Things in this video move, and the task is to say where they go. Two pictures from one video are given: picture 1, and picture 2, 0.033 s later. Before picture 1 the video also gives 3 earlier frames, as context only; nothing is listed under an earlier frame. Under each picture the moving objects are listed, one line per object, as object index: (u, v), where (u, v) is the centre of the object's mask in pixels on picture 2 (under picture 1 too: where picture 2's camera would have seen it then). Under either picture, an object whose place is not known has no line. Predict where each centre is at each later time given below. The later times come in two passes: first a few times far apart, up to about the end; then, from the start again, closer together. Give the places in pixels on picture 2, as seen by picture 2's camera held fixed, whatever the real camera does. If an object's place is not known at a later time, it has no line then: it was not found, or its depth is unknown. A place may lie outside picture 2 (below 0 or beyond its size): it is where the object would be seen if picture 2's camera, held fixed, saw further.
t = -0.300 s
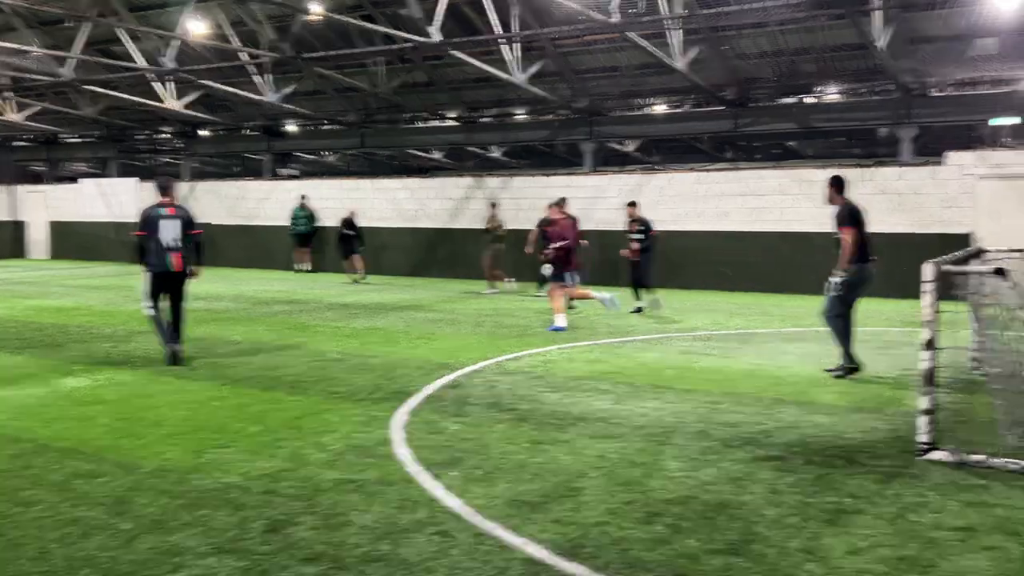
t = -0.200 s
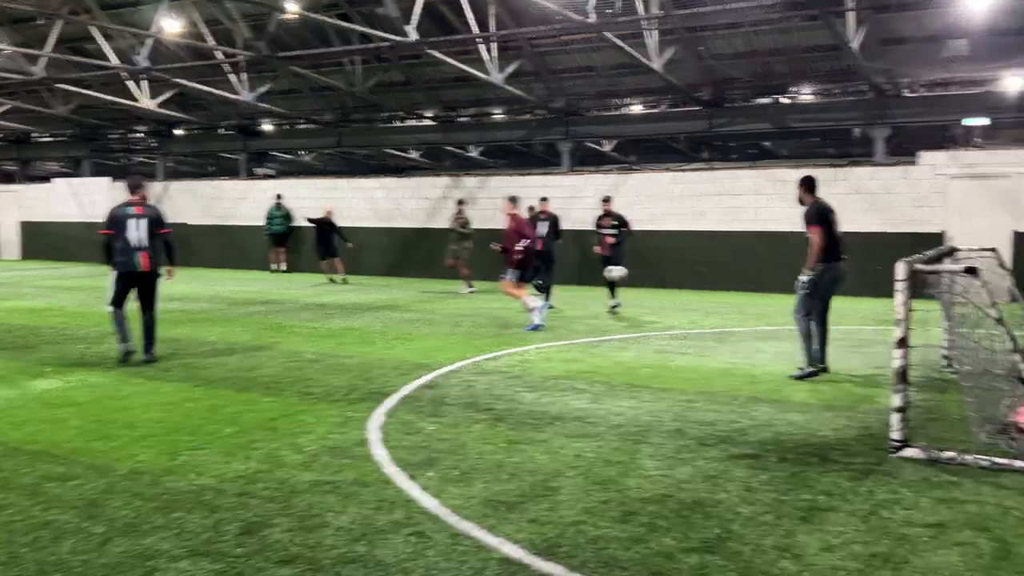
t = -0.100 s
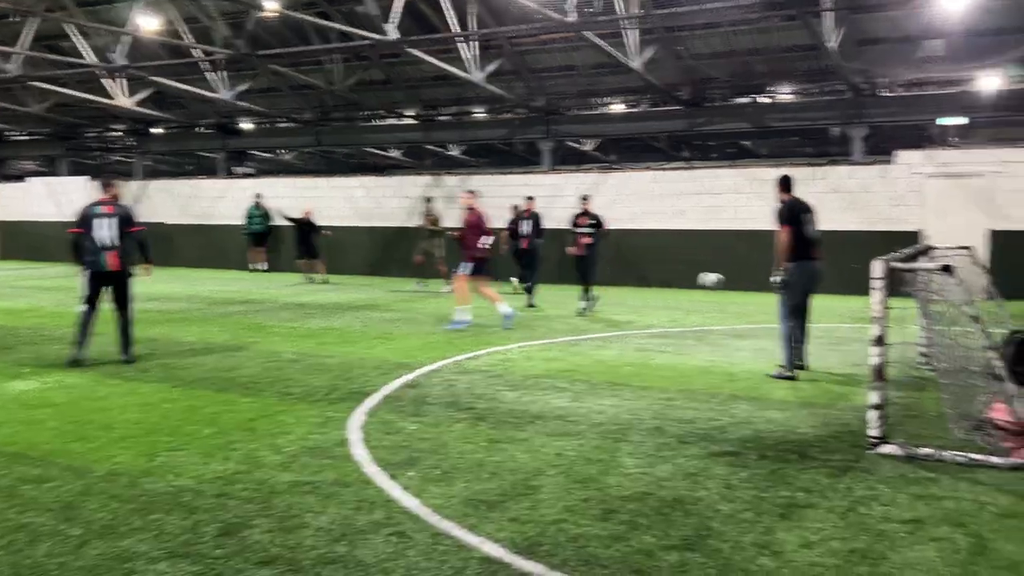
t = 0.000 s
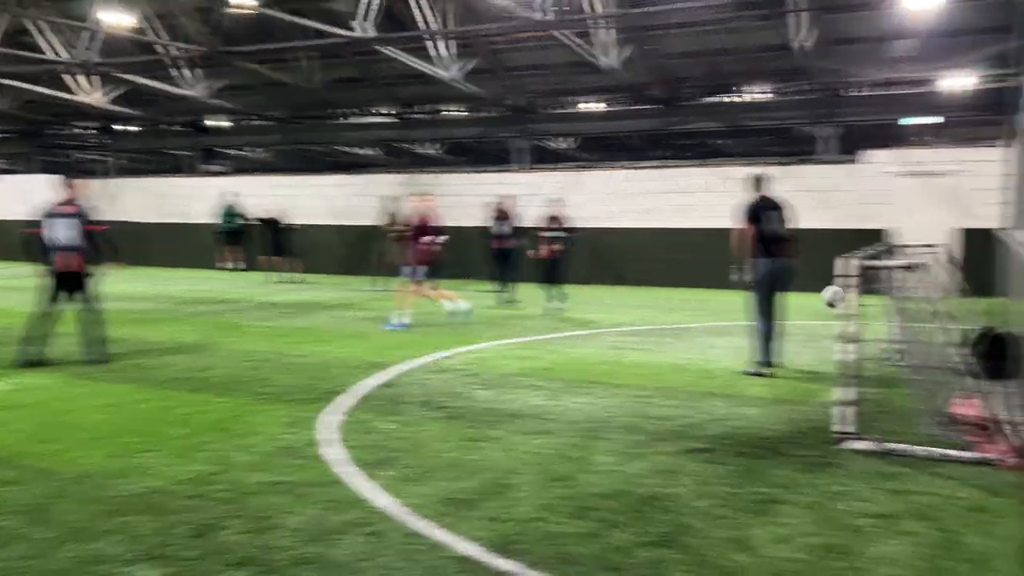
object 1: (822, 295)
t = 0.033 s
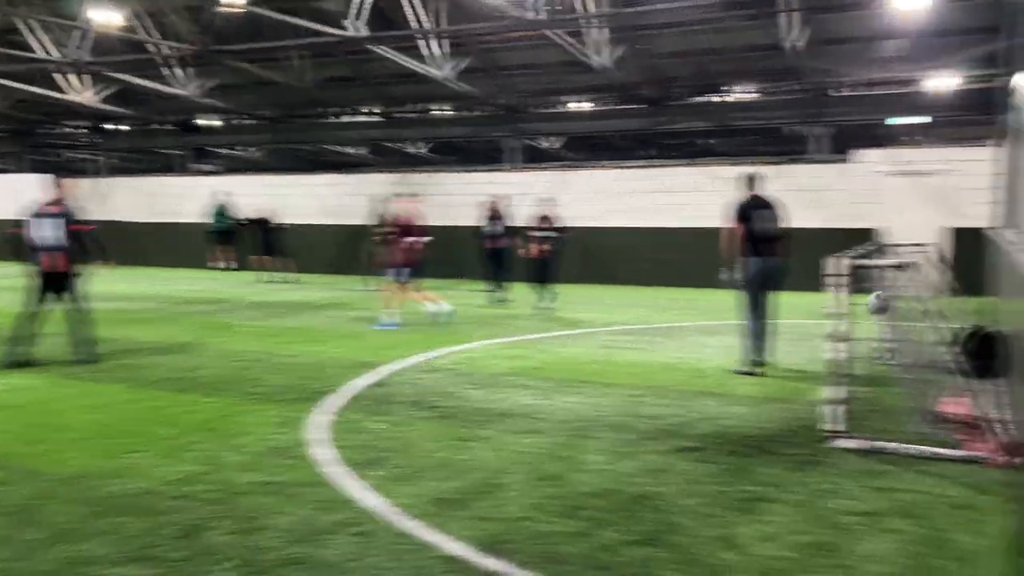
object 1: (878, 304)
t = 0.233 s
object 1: (983, 355)
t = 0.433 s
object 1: (916, 384)
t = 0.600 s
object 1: (854, 368)
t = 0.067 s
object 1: (914, 313)
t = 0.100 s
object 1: (946, 322)
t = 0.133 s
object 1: (963, 326)
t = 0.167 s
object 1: (981, 332)
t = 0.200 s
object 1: (991, 345)
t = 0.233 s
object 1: (983, 355)
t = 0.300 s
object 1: (956, 396)
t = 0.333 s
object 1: (953, 410)
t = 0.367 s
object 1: (941, 401)
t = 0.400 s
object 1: (929, 392)
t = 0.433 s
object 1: (916, 384)
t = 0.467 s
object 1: (902, 376)
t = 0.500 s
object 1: (891, 371)
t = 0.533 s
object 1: (877, 369)
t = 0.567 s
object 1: (862, 368)
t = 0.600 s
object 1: (854, 368)
